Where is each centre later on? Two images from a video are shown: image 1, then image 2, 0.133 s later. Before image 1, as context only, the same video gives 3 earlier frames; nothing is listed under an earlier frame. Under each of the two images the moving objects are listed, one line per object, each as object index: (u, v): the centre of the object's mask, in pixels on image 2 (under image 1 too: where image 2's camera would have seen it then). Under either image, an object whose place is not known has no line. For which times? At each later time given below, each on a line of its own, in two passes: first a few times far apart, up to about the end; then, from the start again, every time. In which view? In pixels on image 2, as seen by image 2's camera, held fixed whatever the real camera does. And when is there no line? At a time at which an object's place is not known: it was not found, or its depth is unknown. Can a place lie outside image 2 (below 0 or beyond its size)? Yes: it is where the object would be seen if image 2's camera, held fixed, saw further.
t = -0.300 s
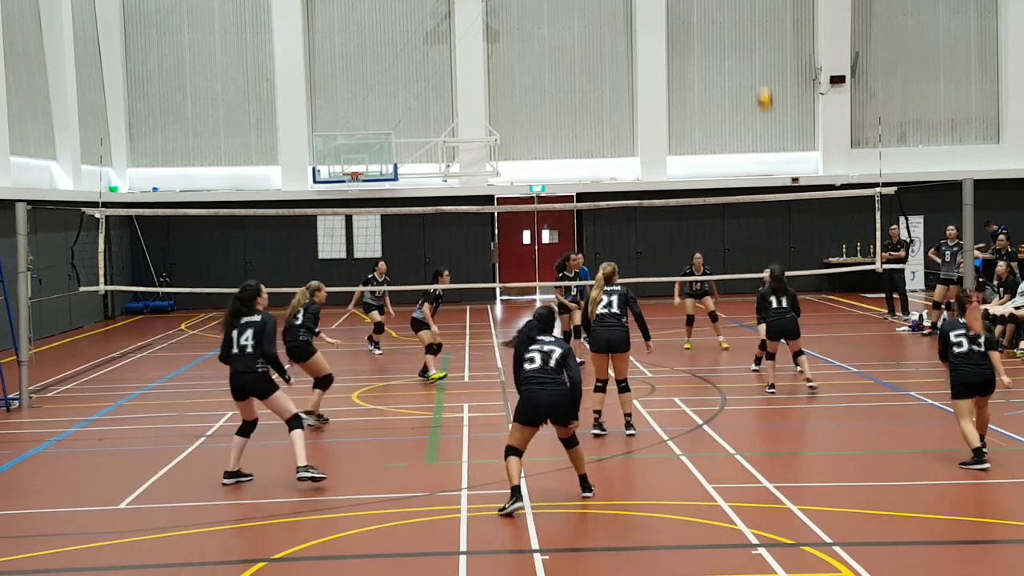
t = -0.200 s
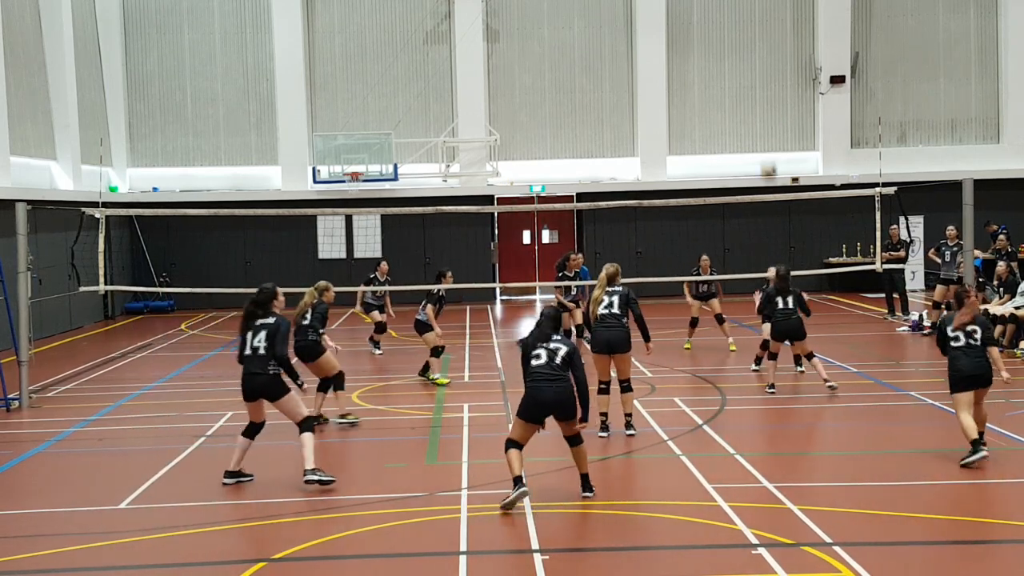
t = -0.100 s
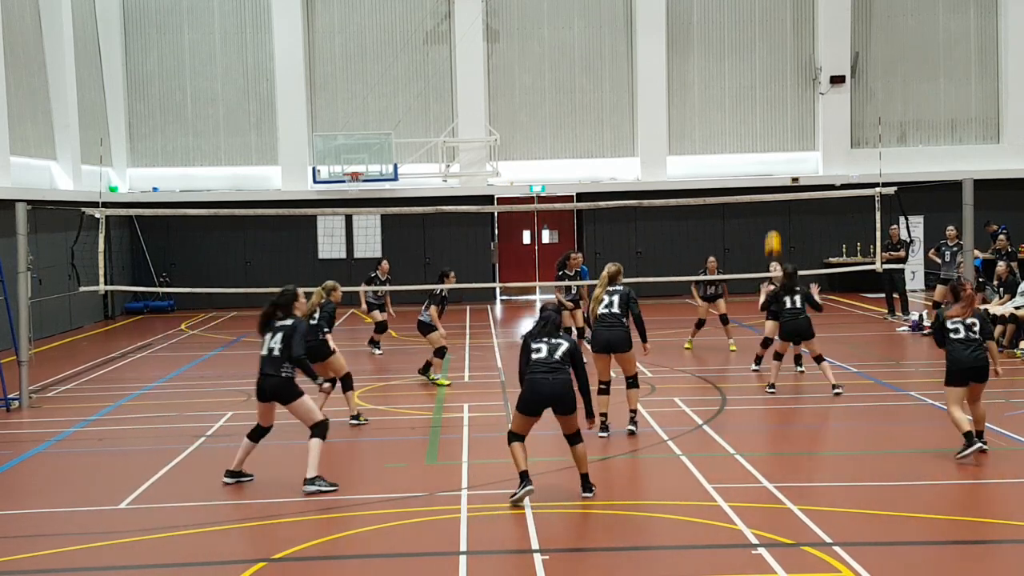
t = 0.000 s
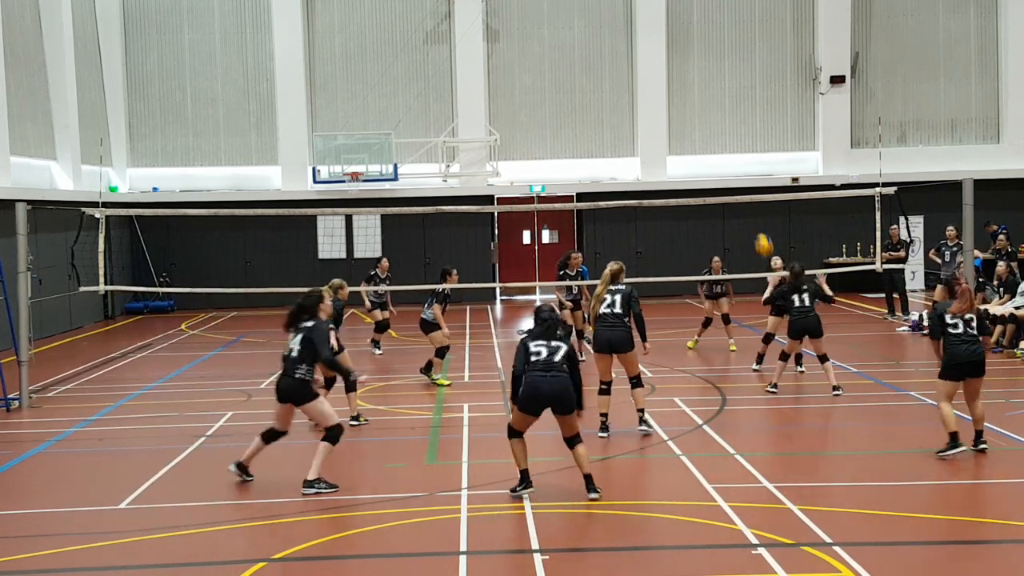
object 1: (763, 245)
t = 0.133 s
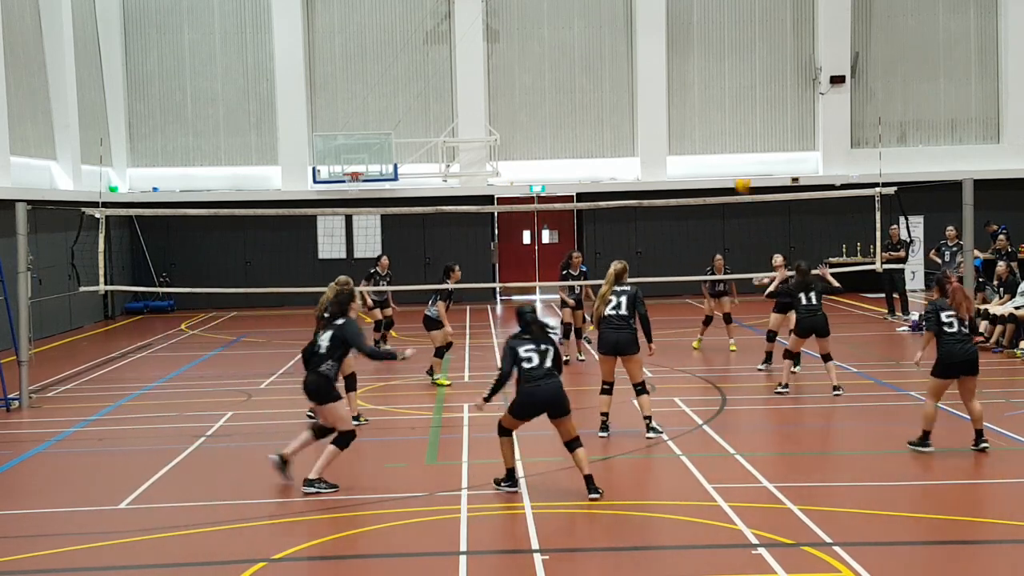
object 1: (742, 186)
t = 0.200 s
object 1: (731, 157)
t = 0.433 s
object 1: (696, 99)
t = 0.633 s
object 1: (666, 83)
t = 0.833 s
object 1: (637, 97)
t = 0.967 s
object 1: (619, 123)
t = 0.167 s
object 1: (736, 170)
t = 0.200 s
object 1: (731, 157)
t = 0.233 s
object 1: (726, 146)
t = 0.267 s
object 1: (721, 136)
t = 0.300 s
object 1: (715, 126)
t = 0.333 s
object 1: (710, 118)
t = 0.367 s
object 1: (705, 110)
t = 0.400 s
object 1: (700, 105)
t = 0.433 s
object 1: (696, 99)
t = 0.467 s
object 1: (691, 94)
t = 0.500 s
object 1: (685, 90)
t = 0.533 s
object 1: (680, 87)
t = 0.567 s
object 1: (675, 84)
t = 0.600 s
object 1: (671, 83)
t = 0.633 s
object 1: (666, 83)
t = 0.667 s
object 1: (661, 83)
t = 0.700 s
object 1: (656, 84)
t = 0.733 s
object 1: (651, 87)
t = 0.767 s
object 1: (647, 89)
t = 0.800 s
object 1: (642, 93)
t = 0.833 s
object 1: (637, 97)
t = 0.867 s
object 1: (632, 103)
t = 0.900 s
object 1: (628, 109)
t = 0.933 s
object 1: (623, 116)
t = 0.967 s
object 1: (619, 123)
